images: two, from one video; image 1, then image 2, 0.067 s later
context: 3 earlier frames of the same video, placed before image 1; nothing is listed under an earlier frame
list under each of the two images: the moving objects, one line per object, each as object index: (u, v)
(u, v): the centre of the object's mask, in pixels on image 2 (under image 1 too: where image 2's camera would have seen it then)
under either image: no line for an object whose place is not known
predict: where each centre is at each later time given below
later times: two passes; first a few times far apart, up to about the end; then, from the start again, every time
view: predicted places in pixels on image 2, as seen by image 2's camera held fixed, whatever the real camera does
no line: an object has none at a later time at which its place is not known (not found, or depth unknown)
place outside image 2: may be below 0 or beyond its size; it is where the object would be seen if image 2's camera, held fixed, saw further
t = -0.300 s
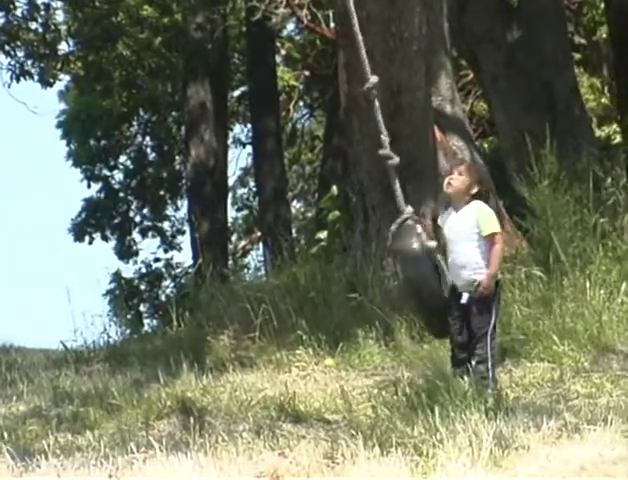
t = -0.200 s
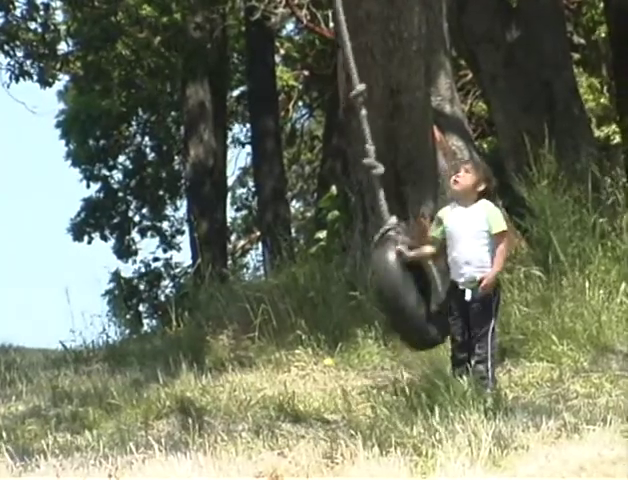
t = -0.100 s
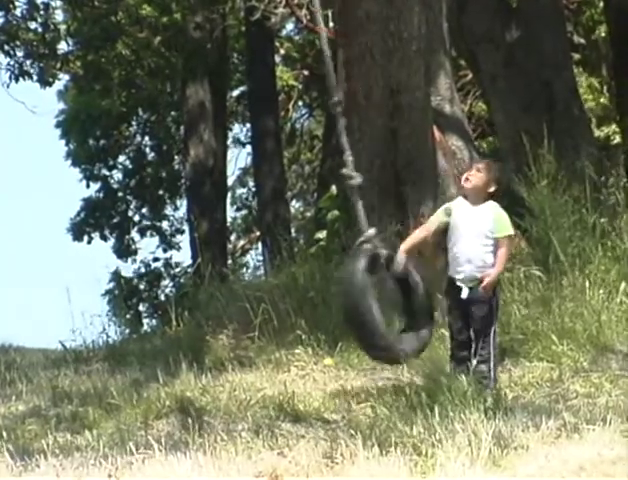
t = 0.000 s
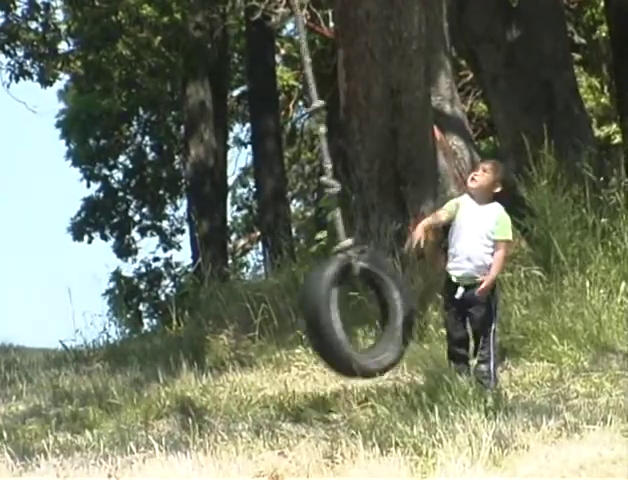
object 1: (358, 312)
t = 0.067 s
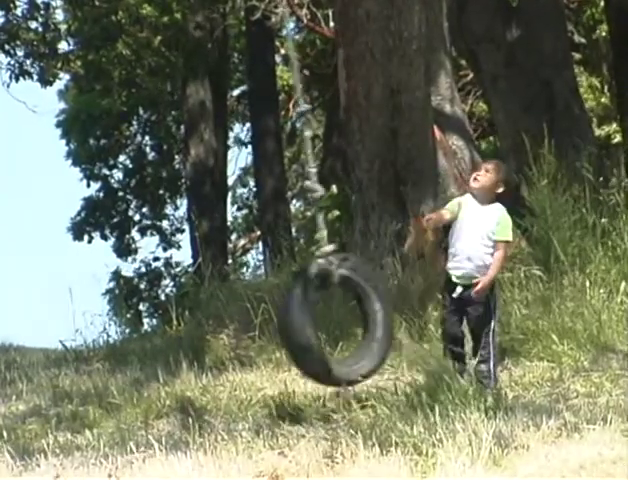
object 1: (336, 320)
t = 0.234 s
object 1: (274, 334)
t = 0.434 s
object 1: (193, 333)
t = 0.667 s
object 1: (95, 310)
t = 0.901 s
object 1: (50, 272)
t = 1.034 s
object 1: (24, 250)
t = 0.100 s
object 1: (324, 324)
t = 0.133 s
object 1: (313, 328)
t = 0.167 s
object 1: (300, 330)
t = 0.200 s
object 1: (286, 333)
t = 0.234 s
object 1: (274, 334)
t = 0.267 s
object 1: (263, 336)
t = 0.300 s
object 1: (247, 335)
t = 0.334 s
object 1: (233, 335)
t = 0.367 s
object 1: (220, 335)
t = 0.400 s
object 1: (205, 334)
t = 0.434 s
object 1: (193, 333)
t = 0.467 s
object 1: (177, 332)
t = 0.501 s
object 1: (163, 329)
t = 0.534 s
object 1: (149, 326)
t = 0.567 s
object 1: (135, 323)
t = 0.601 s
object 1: (121, 319)
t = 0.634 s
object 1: (108, 315)
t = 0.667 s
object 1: (95, 310)
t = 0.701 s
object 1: (82, 305)
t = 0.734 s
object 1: (70, 300)
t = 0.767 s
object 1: (62, 295)
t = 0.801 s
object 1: (54, 289)
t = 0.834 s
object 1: (68, 286)
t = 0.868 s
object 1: (58, 280)
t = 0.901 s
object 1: (50, 272)
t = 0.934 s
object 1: (40, 266)
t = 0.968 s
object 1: (33, 260)
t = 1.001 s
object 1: (28, 253)
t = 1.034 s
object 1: (24, 250)
